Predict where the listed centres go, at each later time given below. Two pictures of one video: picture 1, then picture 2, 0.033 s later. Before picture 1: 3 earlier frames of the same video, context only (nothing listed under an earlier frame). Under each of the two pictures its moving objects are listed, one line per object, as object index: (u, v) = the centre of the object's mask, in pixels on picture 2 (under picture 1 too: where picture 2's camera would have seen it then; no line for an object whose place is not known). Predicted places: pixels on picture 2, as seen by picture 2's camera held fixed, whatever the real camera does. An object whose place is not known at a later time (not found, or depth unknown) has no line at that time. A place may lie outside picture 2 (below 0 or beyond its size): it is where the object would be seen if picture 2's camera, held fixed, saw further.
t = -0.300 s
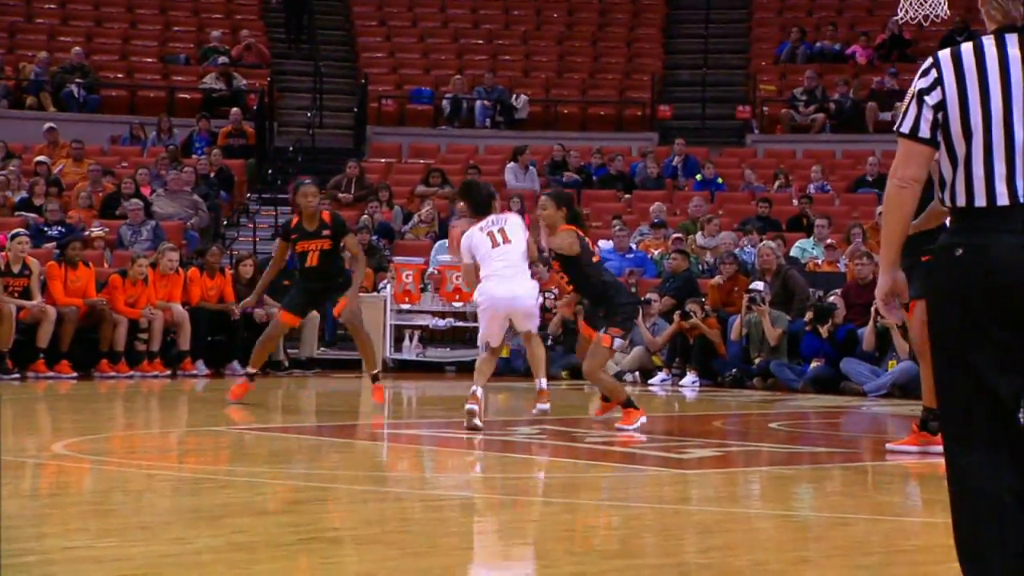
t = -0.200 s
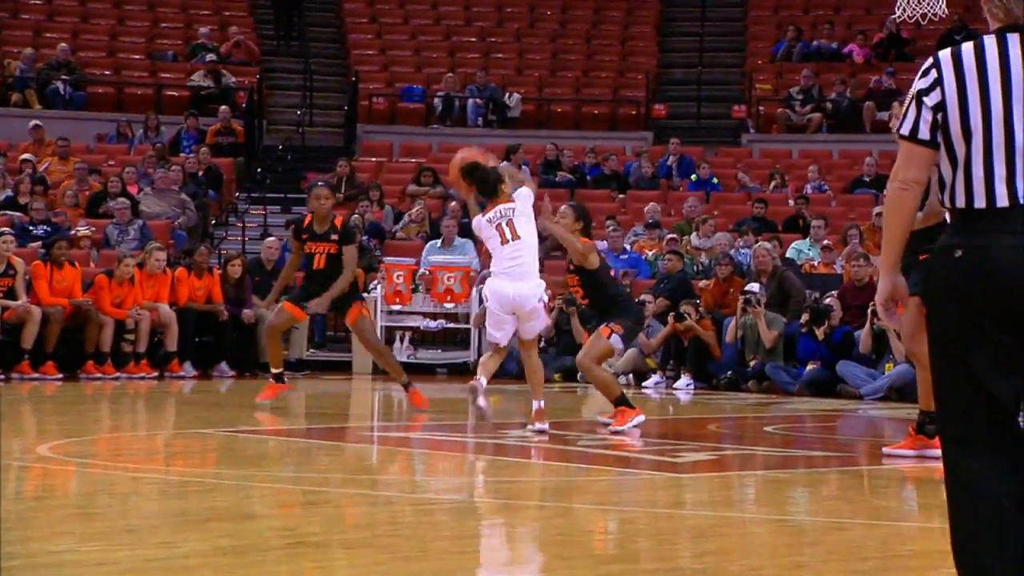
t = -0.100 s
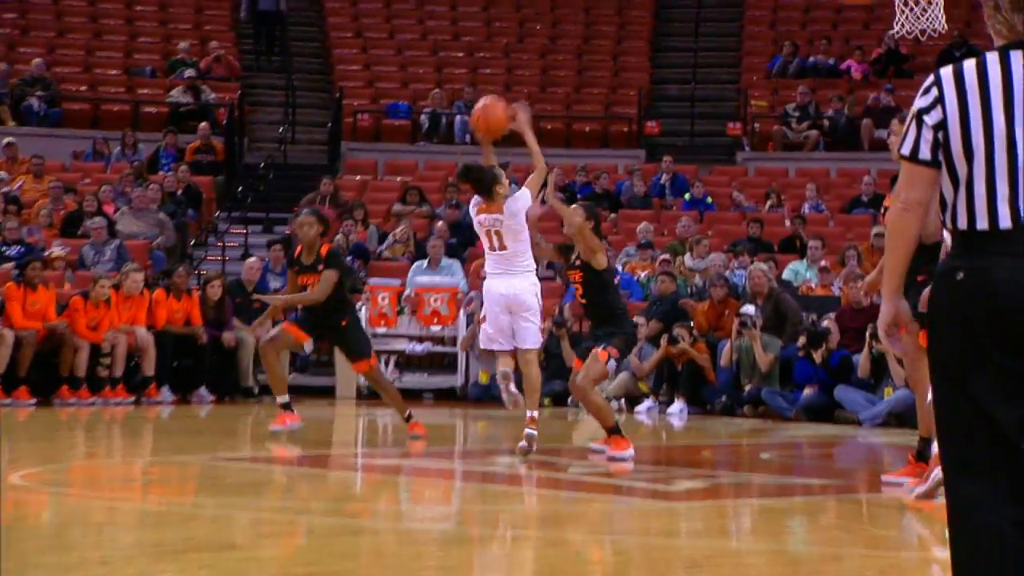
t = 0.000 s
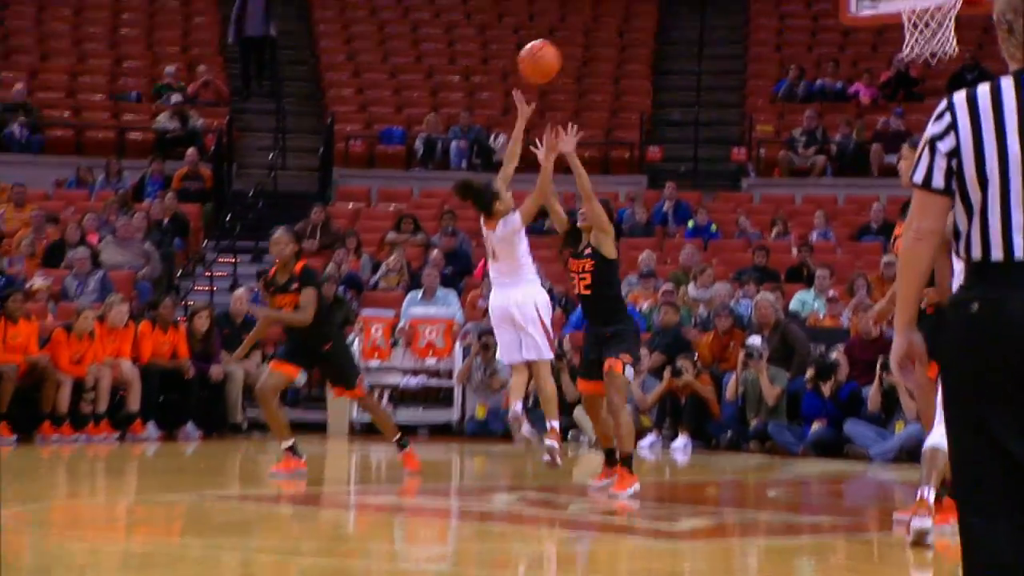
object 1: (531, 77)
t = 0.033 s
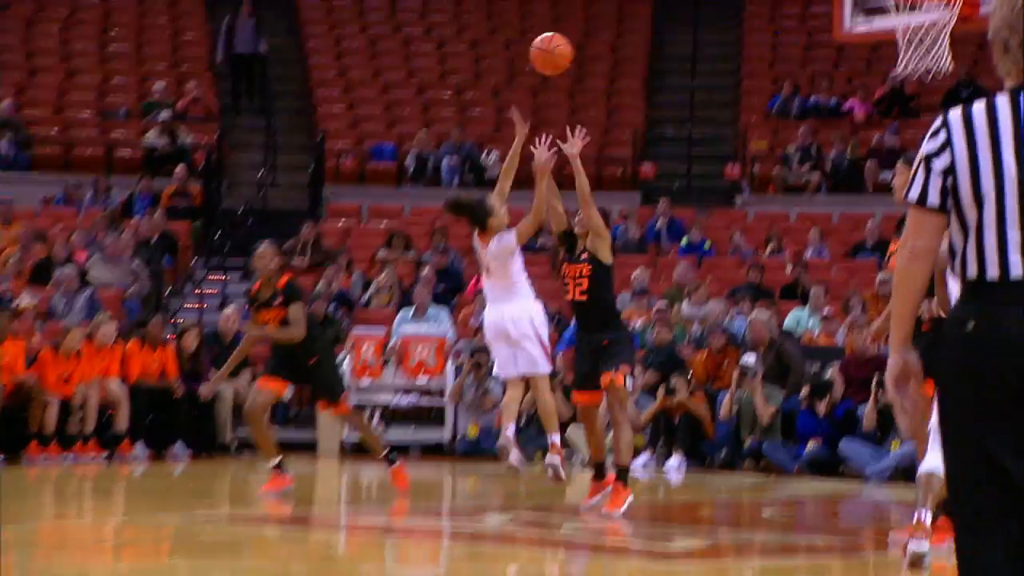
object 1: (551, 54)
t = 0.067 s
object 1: (570, 33)
